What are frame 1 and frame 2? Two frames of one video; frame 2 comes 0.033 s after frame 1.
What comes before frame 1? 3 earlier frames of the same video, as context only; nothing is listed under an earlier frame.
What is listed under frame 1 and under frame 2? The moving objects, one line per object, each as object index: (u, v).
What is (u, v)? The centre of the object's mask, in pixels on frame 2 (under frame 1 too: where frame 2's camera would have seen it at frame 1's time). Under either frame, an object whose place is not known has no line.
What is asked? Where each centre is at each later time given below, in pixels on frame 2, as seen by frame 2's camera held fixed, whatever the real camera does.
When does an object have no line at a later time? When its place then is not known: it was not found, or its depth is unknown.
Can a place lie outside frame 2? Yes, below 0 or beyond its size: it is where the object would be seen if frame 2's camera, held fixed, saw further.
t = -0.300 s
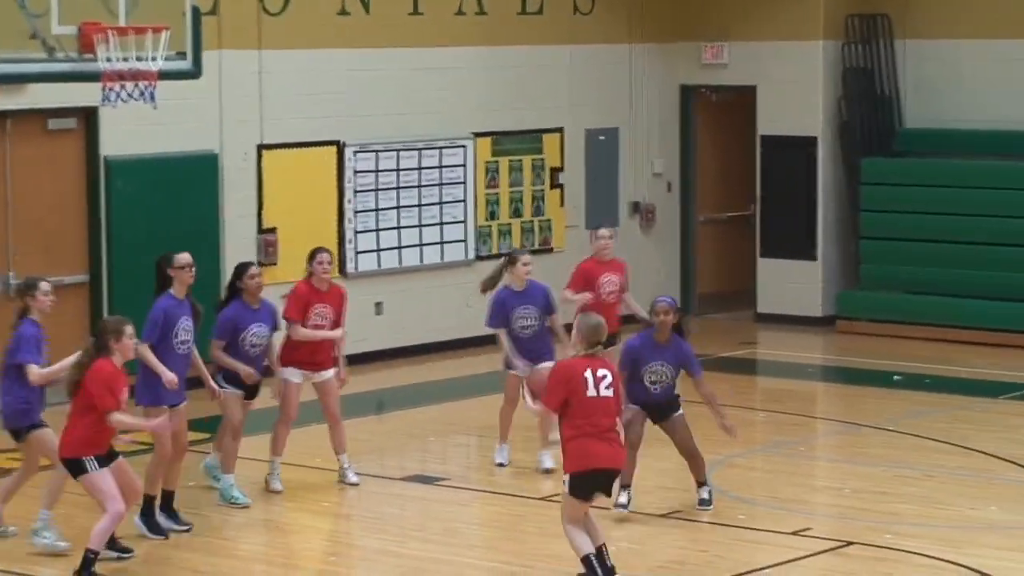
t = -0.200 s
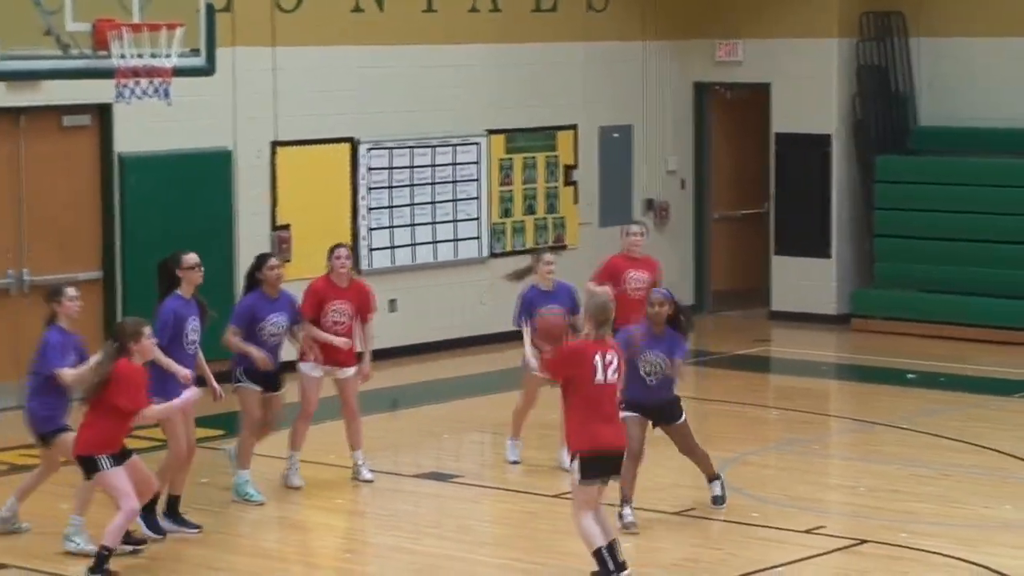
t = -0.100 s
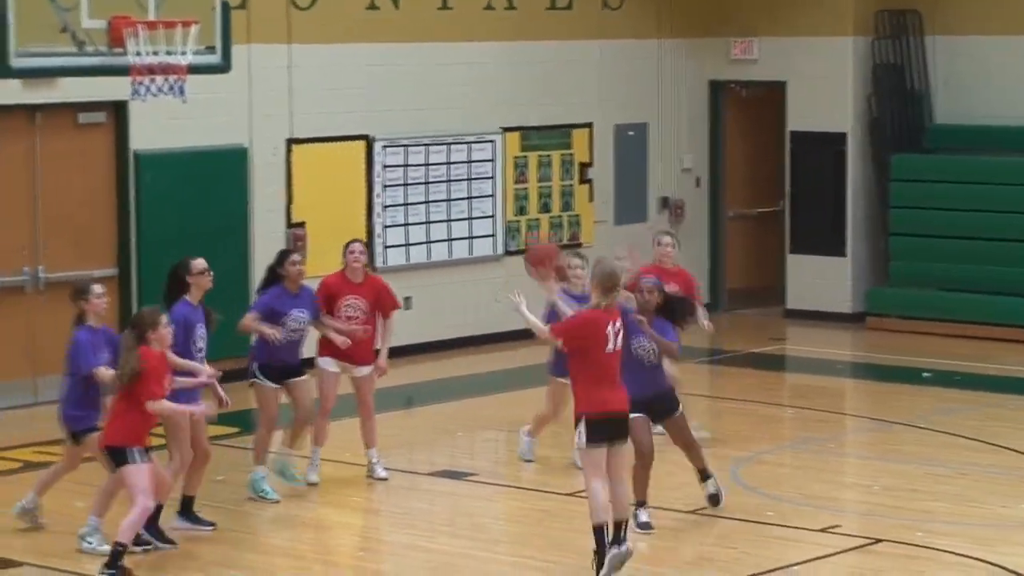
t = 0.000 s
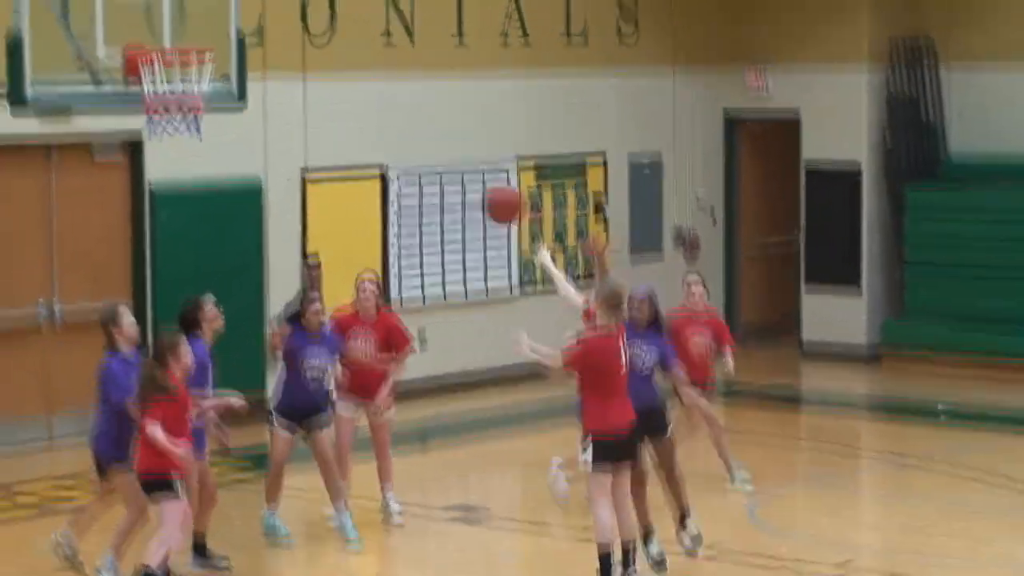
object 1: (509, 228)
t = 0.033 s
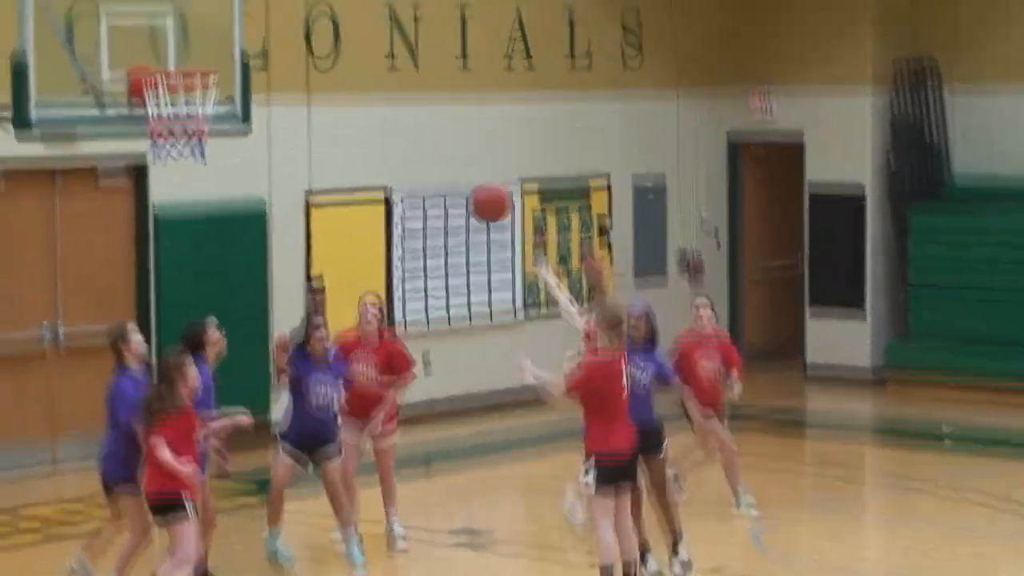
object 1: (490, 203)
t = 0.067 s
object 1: (472, 181)
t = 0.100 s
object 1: (453, 161)
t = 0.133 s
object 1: (436, 144)
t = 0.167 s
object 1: (419, 130)
